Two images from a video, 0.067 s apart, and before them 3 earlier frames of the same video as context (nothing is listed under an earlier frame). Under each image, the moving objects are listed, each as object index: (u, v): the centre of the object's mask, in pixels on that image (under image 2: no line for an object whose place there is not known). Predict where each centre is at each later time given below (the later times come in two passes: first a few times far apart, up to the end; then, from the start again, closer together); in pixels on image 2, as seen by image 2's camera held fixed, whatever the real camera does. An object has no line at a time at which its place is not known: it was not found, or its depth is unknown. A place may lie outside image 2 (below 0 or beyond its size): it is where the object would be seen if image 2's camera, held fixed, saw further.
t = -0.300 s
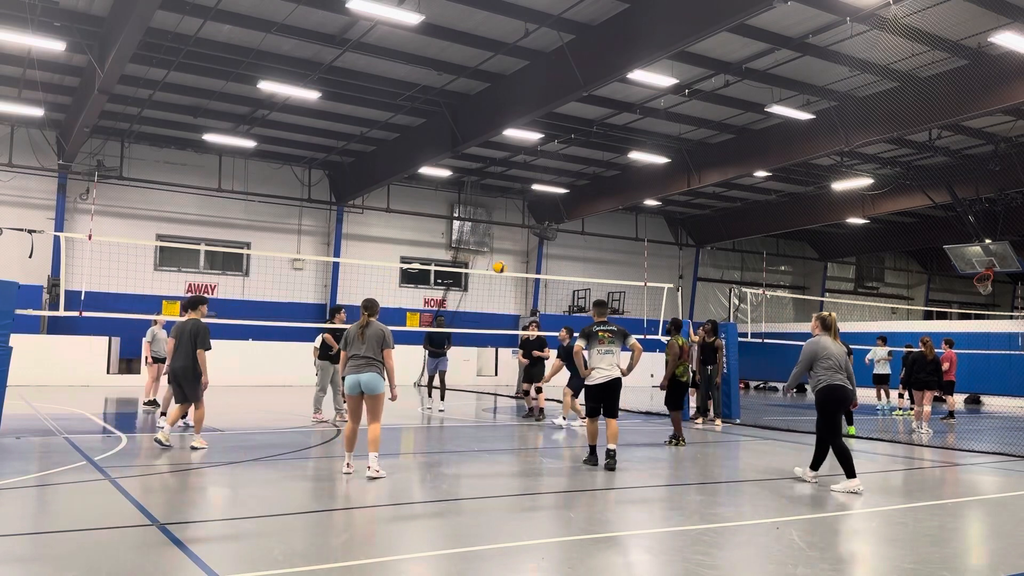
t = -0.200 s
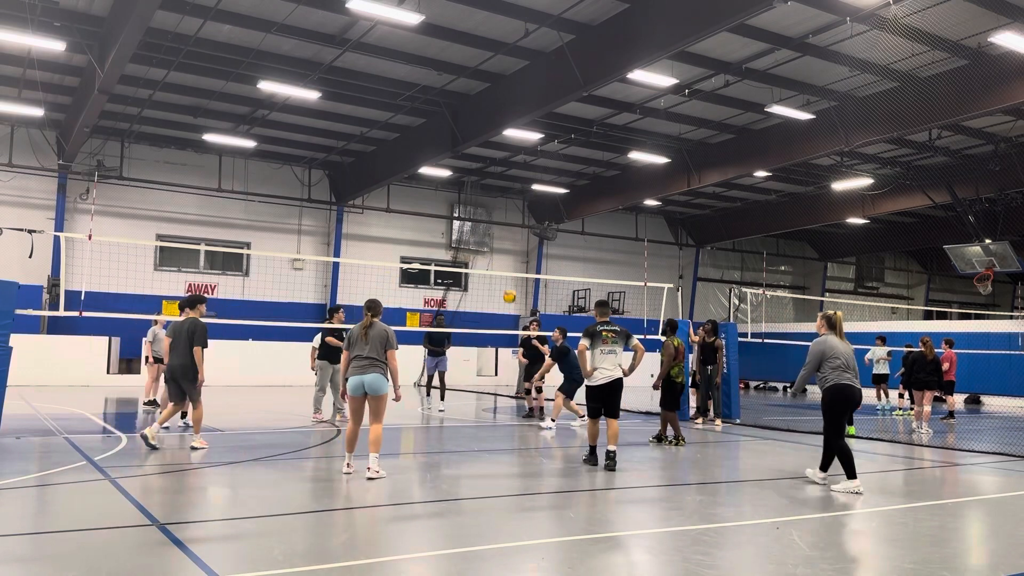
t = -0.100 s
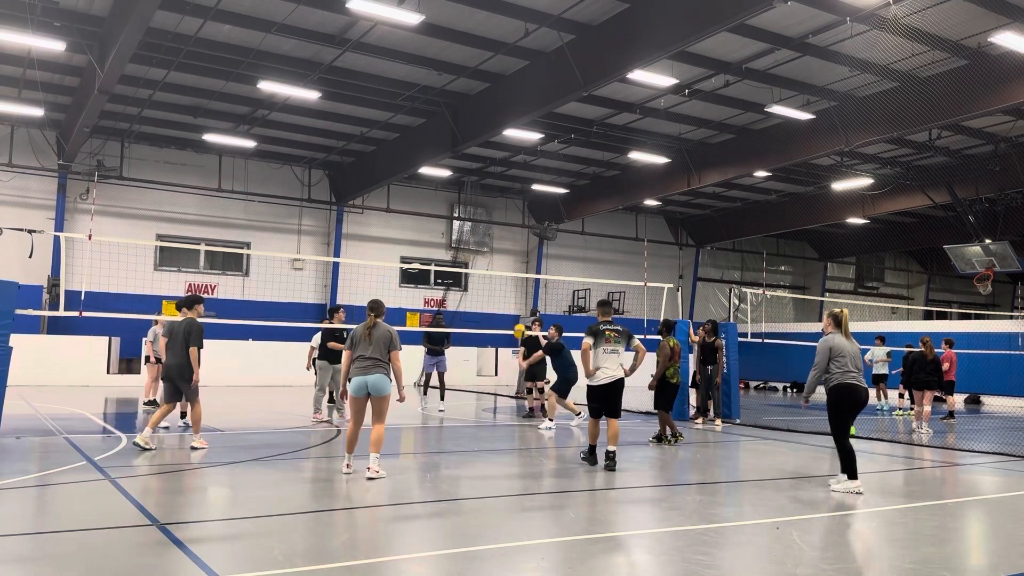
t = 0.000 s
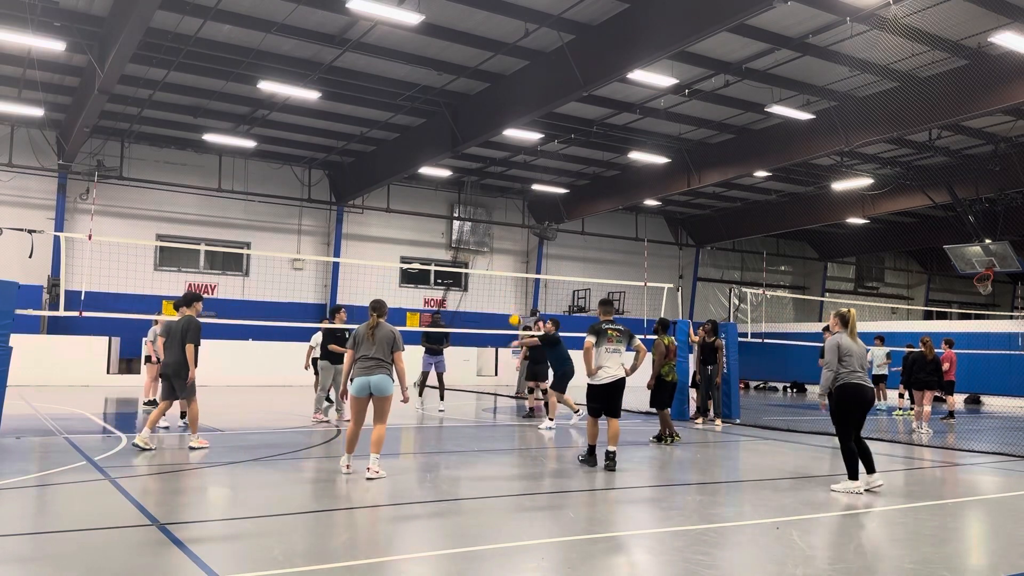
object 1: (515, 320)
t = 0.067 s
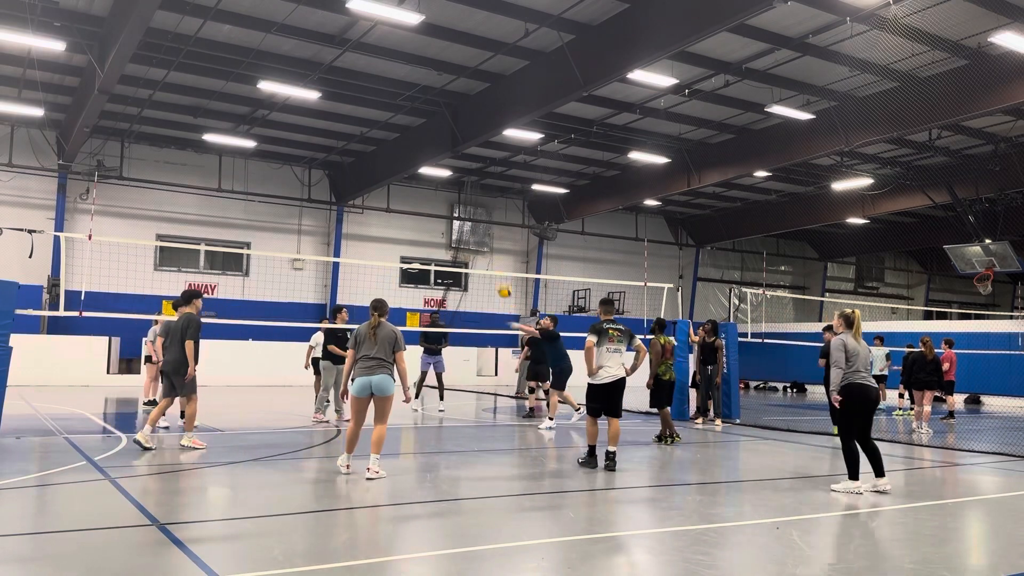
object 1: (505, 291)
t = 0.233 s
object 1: (477, 230)
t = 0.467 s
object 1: (437, 176)
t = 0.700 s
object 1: (394, 156)
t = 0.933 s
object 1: (348, 173)
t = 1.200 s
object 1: (291, 245)
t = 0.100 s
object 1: (499, 278)
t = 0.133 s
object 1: (493, 265)
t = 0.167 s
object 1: (488, 253)
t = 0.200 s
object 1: (483, 241)
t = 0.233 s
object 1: (477, 230)
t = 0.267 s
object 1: (471, 220)
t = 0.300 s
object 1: (466, 211)
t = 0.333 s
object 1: (460, 202)
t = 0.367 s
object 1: (455, 195)
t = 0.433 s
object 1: (443, 182)
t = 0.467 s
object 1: (437, 176)
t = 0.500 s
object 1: (431, 171)
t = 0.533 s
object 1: (425, 166)
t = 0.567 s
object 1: (419, 163)
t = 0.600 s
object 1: (413, 160)
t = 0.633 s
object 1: (407, 158)
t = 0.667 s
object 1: (400, 157)
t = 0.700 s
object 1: (394, 156)
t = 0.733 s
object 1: (388, 156)
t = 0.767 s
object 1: (381, 157)
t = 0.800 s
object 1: (375, 159)
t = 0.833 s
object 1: (368, 161)
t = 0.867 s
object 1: (361, 164)
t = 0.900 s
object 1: (355, 168)
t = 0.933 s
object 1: (348, 173)
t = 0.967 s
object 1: (341, 179)
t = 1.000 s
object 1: (334, 186)
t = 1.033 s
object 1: (327, 194)
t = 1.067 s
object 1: (320, 201)
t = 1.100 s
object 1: (312, 211)
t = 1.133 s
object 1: (305, 221)
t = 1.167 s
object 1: (298, 232)
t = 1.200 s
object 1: (291, 245)
